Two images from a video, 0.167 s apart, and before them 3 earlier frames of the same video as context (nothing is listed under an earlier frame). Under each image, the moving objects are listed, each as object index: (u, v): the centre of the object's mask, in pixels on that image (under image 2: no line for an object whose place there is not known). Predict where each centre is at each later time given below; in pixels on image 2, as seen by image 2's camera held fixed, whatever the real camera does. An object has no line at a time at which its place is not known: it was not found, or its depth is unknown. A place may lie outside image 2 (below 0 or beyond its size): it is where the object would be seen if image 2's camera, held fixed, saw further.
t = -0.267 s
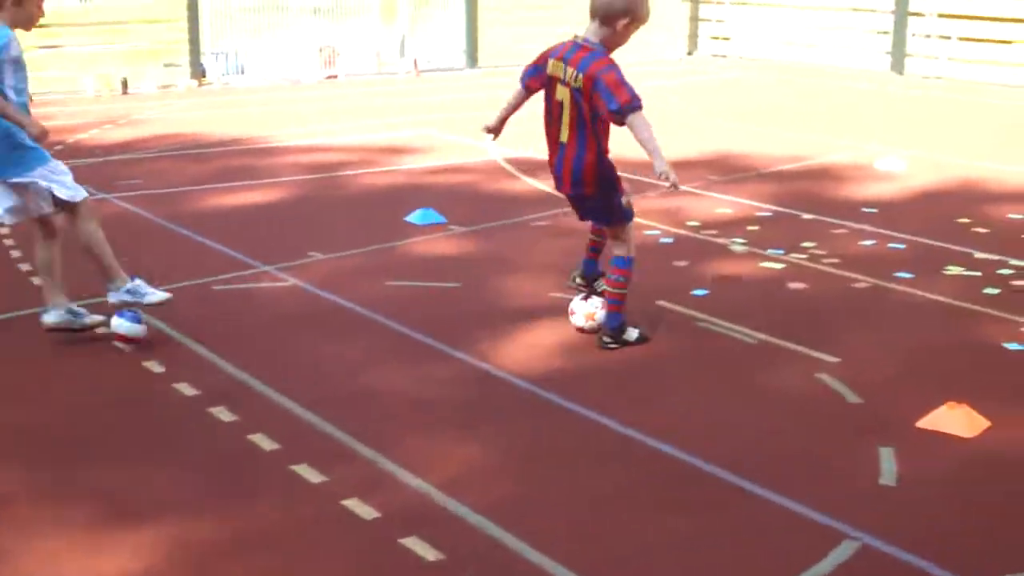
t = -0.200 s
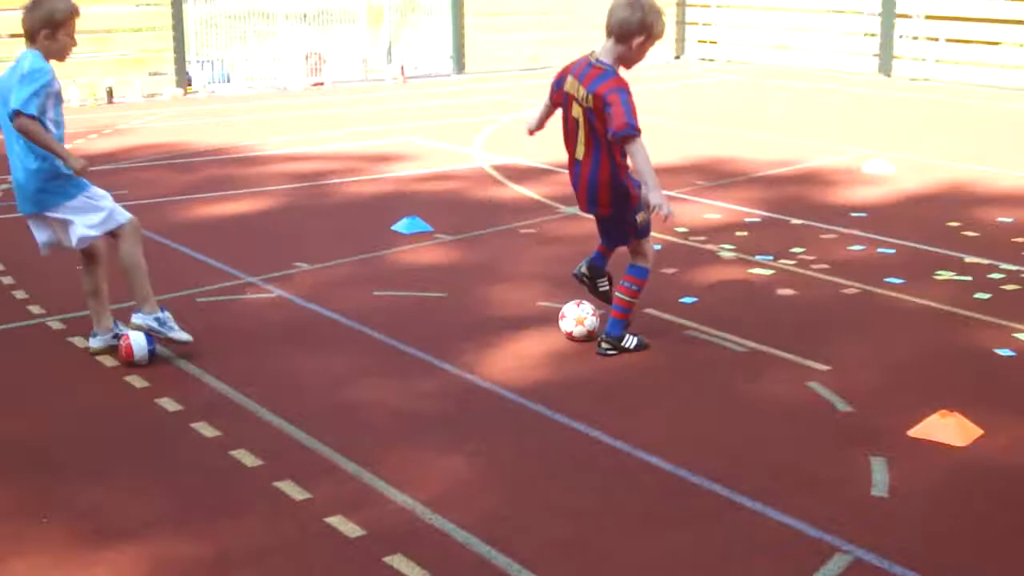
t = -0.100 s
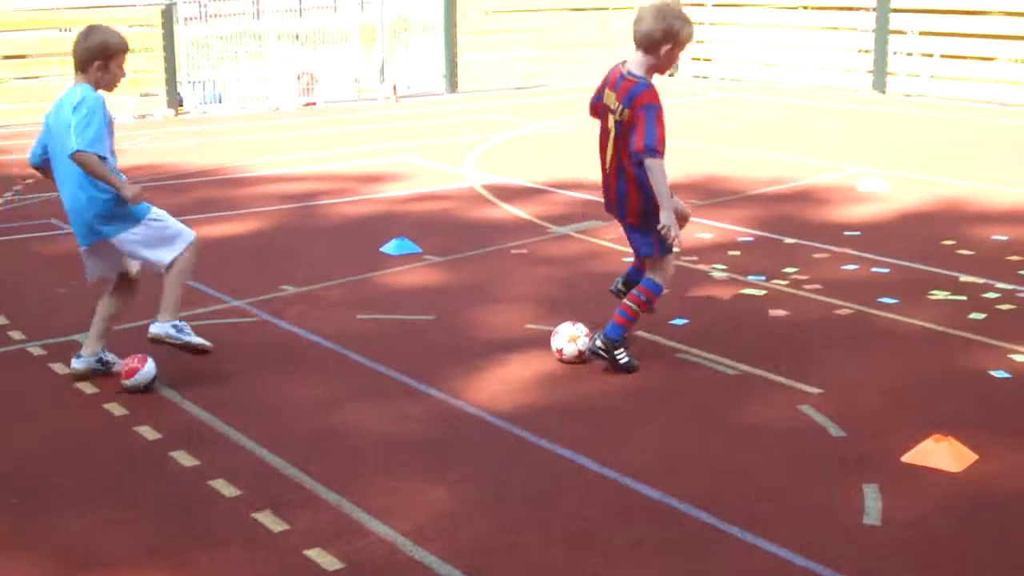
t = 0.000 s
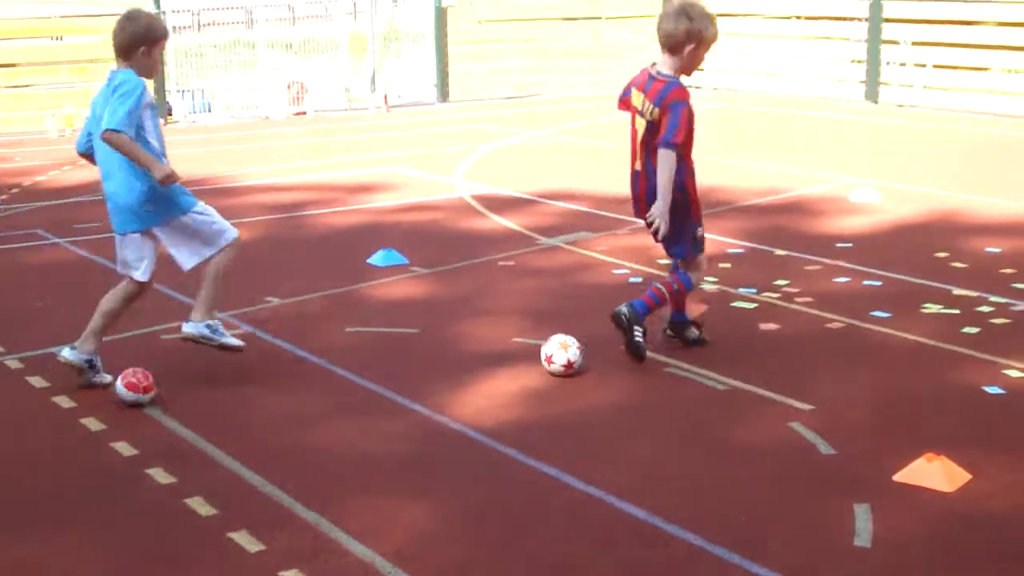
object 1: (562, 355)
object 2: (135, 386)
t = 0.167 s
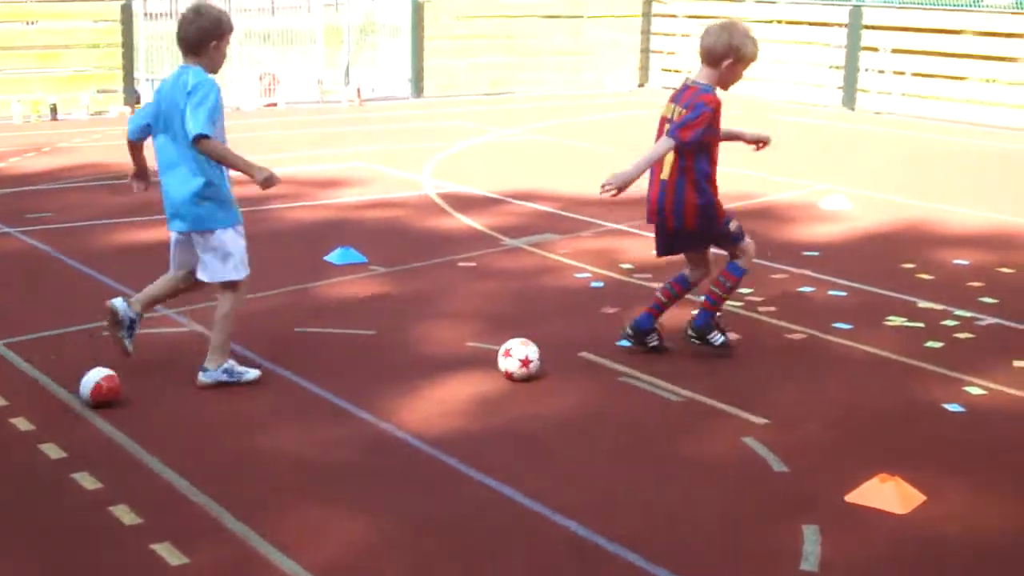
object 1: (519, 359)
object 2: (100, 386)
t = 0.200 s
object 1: (519, 359)
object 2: (105, 386)
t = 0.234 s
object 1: (520, 358)
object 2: (111, 387)
